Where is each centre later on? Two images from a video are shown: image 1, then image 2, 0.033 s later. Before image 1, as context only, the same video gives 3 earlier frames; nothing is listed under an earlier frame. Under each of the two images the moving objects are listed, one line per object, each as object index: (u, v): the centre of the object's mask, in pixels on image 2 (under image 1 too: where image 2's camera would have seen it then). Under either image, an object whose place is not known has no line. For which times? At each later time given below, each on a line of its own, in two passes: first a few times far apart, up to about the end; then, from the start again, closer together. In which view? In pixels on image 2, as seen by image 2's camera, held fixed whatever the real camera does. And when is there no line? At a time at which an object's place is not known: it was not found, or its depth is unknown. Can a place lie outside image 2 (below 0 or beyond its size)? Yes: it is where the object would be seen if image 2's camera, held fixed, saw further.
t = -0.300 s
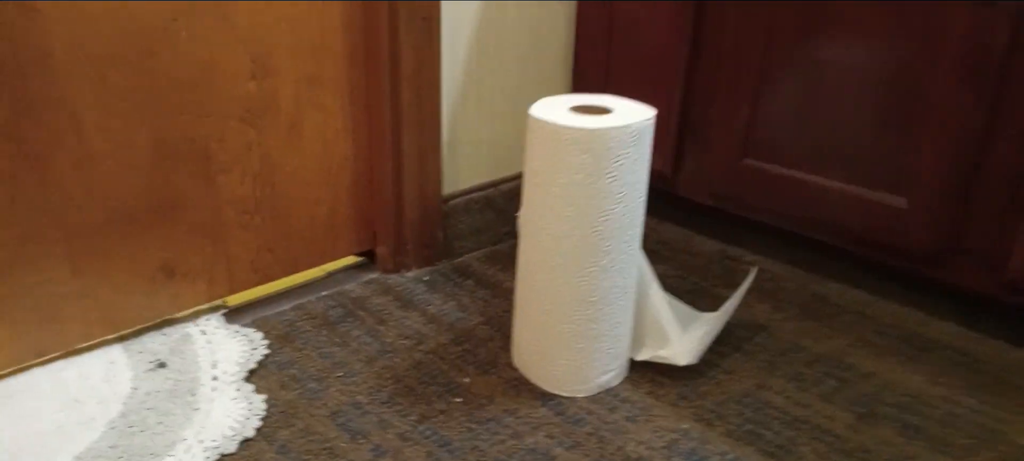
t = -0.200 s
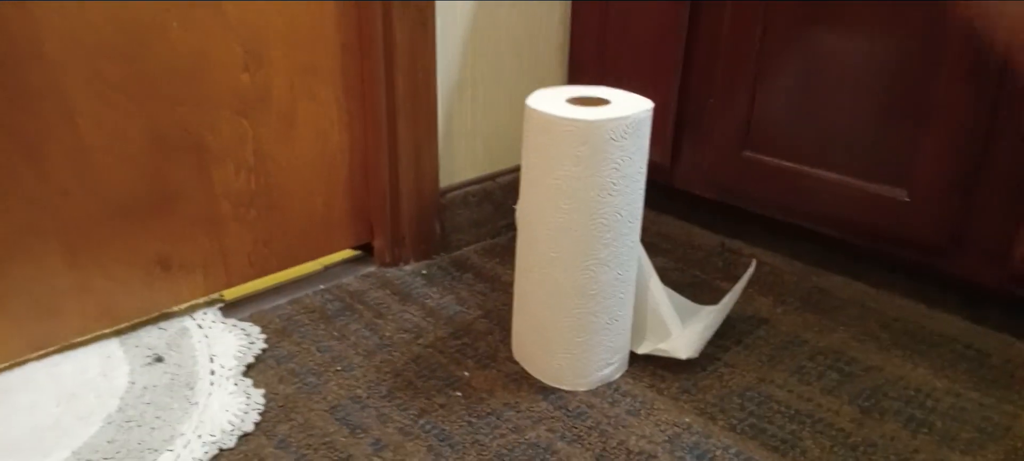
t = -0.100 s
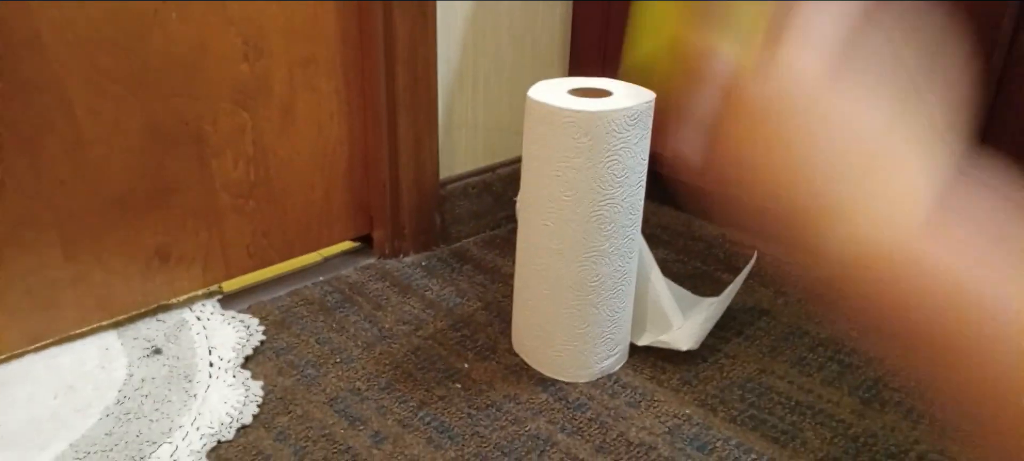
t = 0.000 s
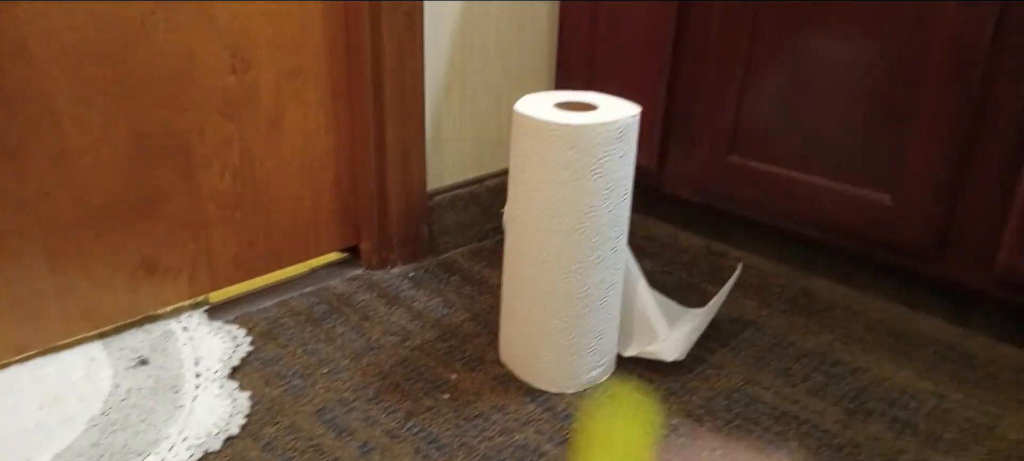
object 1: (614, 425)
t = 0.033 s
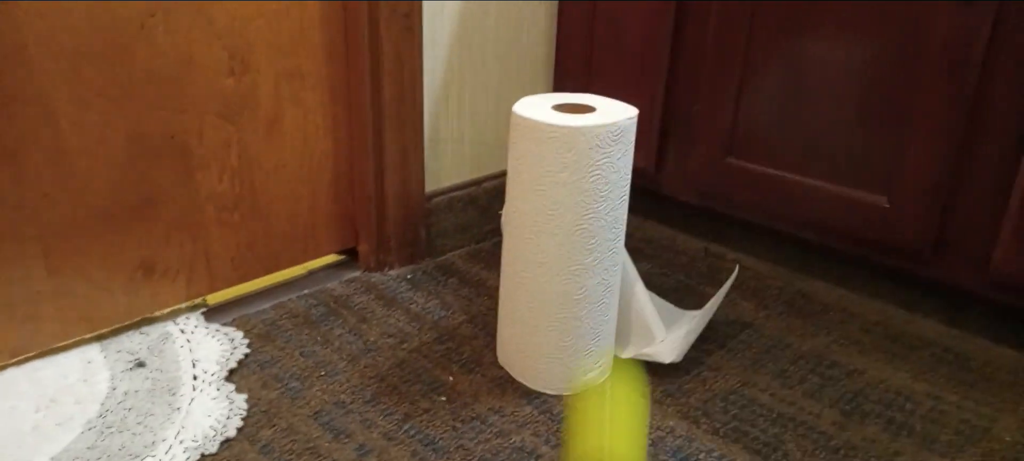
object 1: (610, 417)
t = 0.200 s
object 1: (625, 40)
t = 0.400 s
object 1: (604, 40)
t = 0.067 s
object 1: (617, 314)
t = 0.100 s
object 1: (623, 207)
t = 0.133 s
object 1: (630, 112)
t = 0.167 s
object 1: (629, 52)
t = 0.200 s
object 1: (625, 40)
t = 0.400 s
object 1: (604, 40)
